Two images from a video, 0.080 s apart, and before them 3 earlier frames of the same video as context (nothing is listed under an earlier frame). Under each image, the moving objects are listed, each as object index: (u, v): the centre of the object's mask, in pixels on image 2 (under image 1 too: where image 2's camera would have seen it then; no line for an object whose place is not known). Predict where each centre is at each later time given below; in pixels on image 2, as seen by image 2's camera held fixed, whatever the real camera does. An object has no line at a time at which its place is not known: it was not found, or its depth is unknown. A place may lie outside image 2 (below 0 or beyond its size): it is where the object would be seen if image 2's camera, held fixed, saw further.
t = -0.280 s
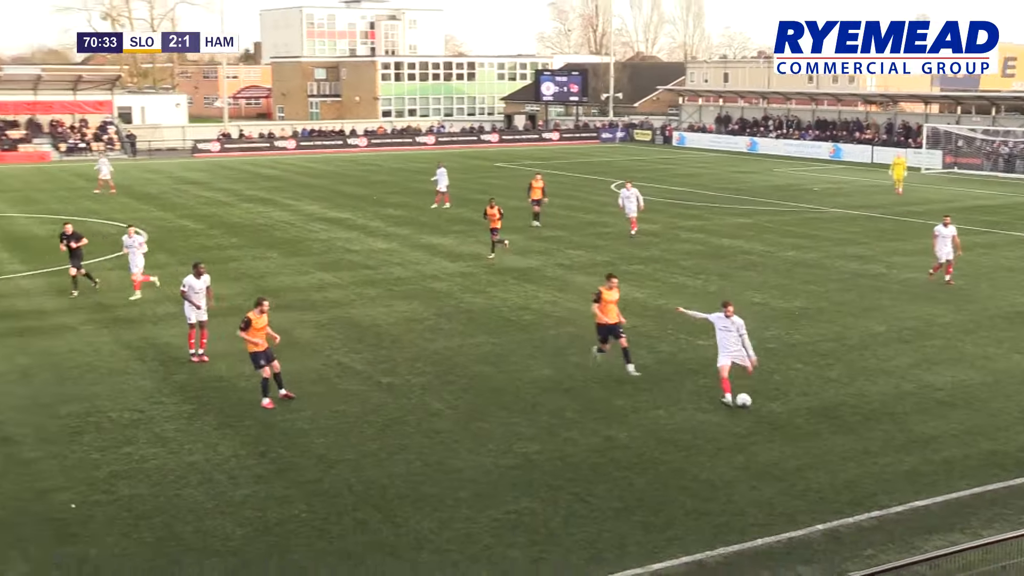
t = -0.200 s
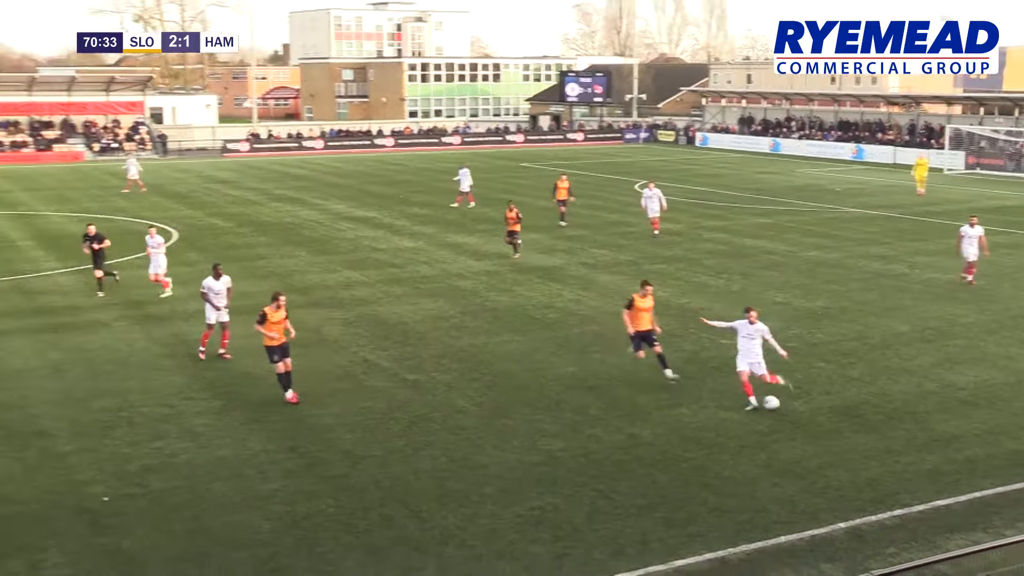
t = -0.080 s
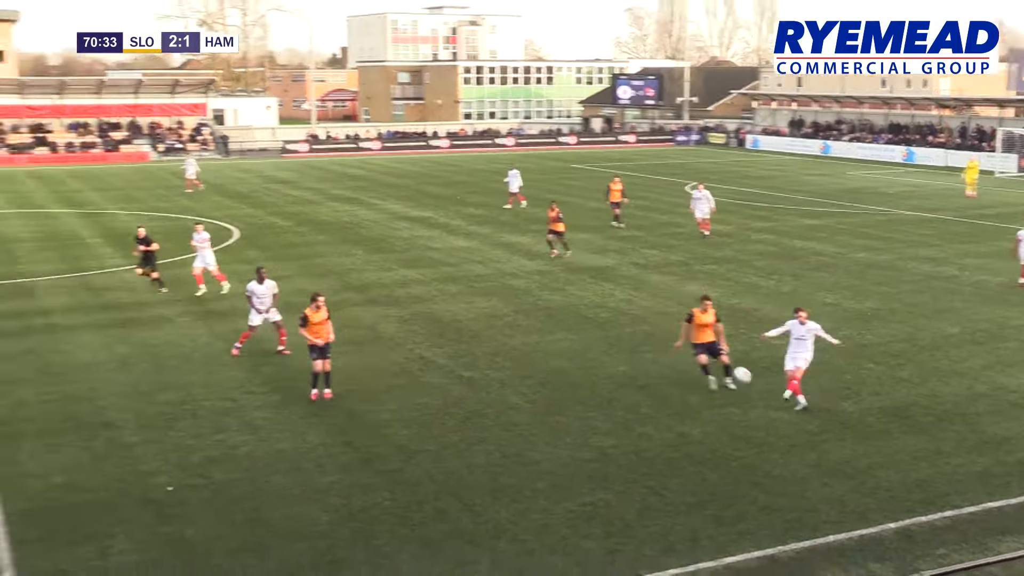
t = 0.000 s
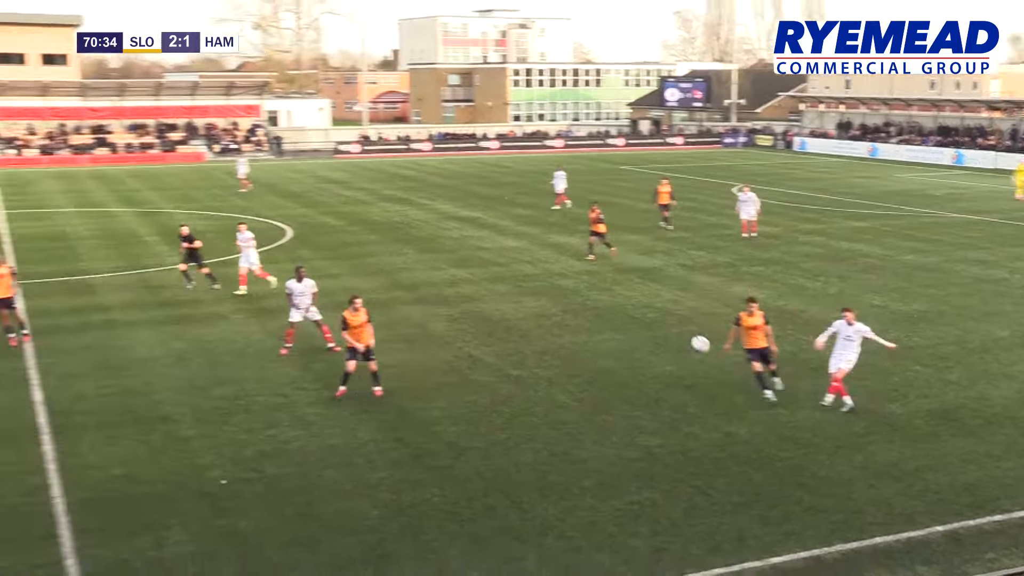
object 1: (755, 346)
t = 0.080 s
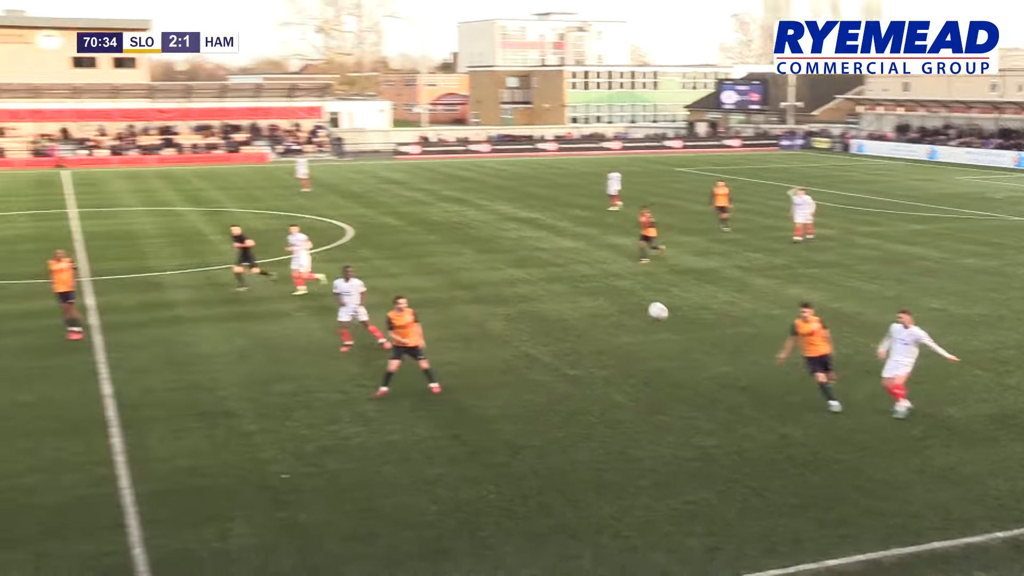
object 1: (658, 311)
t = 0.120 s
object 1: (605, 293)
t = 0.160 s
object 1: (552, 274)
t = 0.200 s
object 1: (496, 256)
